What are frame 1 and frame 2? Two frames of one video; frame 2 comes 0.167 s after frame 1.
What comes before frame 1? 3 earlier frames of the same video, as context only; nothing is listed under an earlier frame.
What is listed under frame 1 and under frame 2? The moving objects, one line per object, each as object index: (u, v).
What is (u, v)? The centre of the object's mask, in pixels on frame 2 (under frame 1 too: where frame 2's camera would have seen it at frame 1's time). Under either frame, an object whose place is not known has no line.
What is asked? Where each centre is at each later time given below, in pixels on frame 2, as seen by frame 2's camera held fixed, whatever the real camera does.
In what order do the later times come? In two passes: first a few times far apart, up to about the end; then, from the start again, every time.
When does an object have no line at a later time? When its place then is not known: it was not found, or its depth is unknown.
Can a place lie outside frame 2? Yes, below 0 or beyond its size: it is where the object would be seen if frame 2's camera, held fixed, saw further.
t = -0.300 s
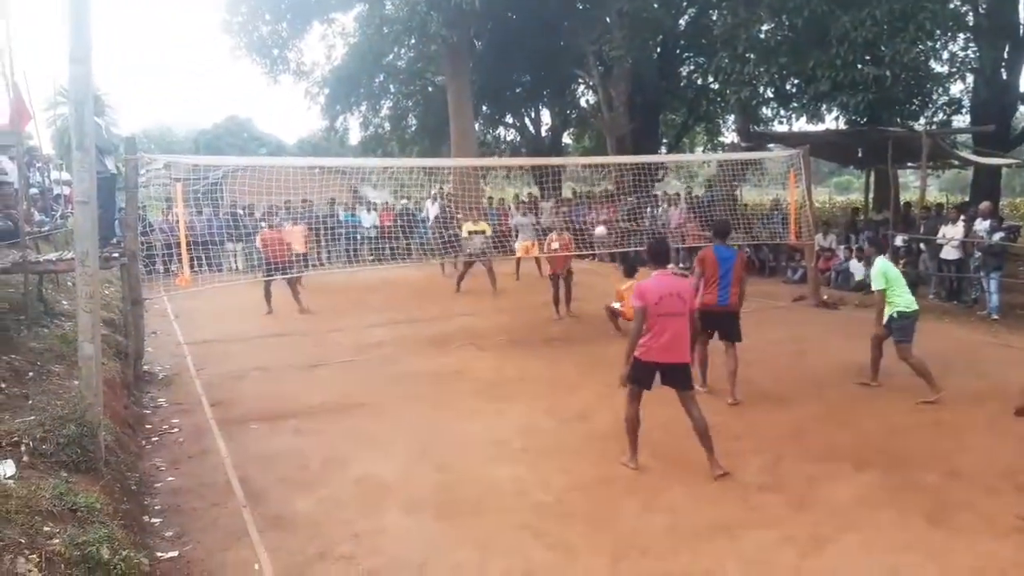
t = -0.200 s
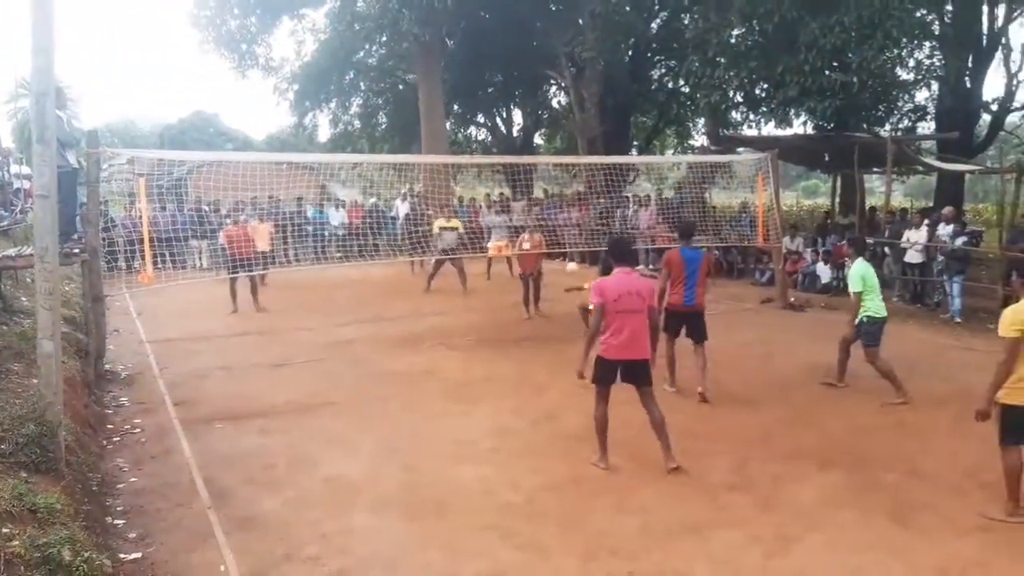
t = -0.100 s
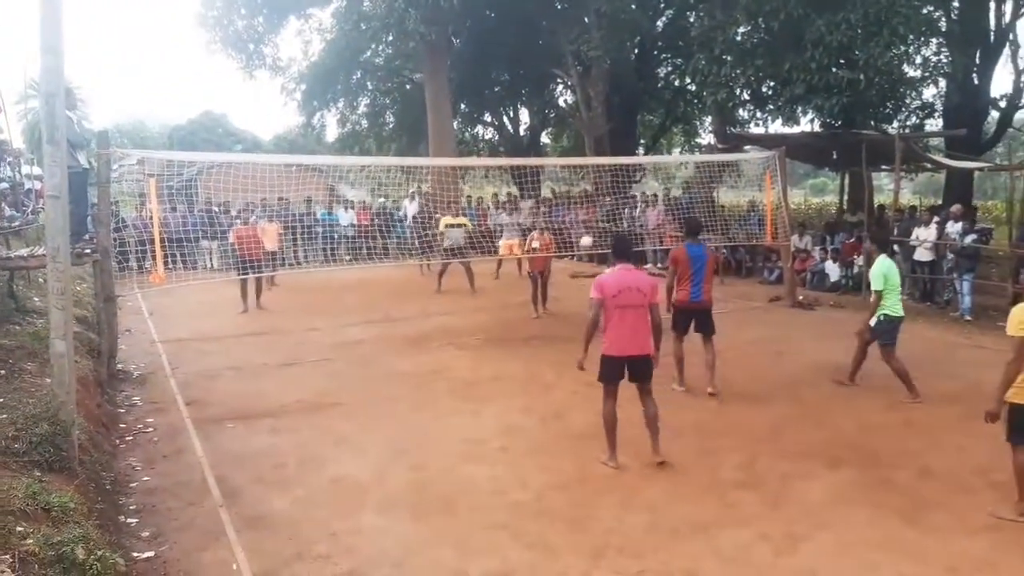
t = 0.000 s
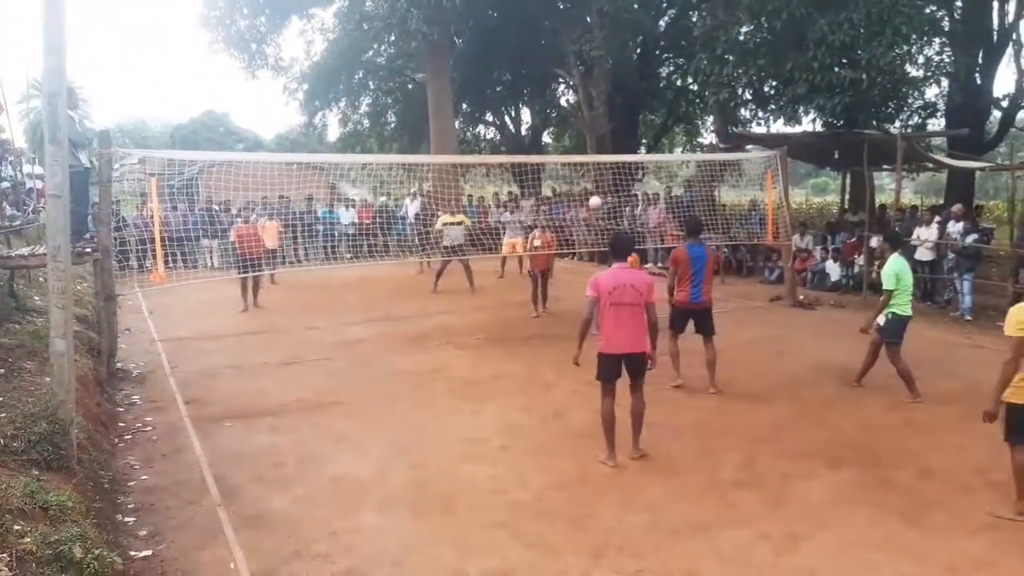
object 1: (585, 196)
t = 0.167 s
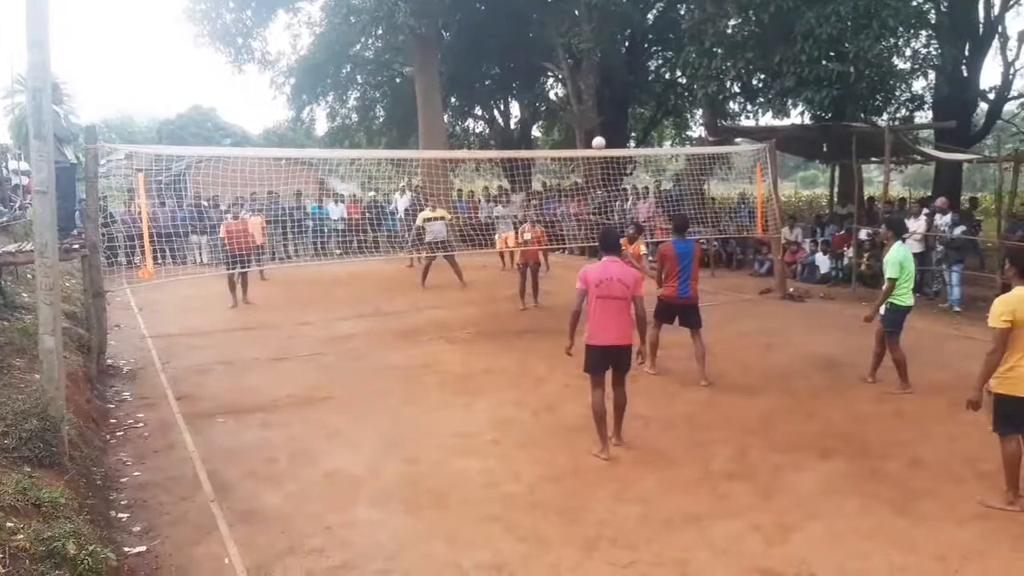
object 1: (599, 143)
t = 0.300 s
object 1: (610, 113)
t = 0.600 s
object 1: (639, 97)
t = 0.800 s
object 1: (661, 132)
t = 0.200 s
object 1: (601, 134)
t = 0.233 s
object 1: (604, 127)
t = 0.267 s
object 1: (607, 120)
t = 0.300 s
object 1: (610, 113)
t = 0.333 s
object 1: (613, 108)
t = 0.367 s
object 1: (616, 103)
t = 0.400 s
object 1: (619, 100)
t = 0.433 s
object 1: (622, 97)
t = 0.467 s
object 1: (626, 95)
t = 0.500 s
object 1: (629, 94)
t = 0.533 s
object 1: (632, 94)
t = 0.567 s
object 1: (636, 95)
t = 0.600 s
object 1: (639, 97)
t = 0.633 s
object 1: (643, 100)
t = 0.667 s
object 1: (646, 104)
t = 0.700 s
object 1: (650, 109)
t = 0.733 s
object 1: (654, 116)
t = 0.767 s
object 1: (657, 123)
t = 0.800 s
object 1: (661, 132)
